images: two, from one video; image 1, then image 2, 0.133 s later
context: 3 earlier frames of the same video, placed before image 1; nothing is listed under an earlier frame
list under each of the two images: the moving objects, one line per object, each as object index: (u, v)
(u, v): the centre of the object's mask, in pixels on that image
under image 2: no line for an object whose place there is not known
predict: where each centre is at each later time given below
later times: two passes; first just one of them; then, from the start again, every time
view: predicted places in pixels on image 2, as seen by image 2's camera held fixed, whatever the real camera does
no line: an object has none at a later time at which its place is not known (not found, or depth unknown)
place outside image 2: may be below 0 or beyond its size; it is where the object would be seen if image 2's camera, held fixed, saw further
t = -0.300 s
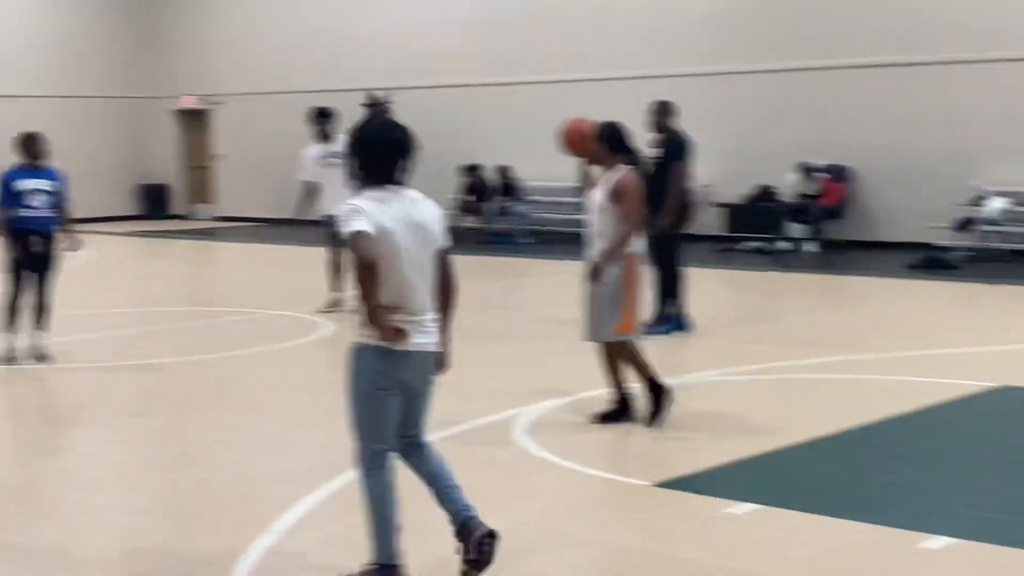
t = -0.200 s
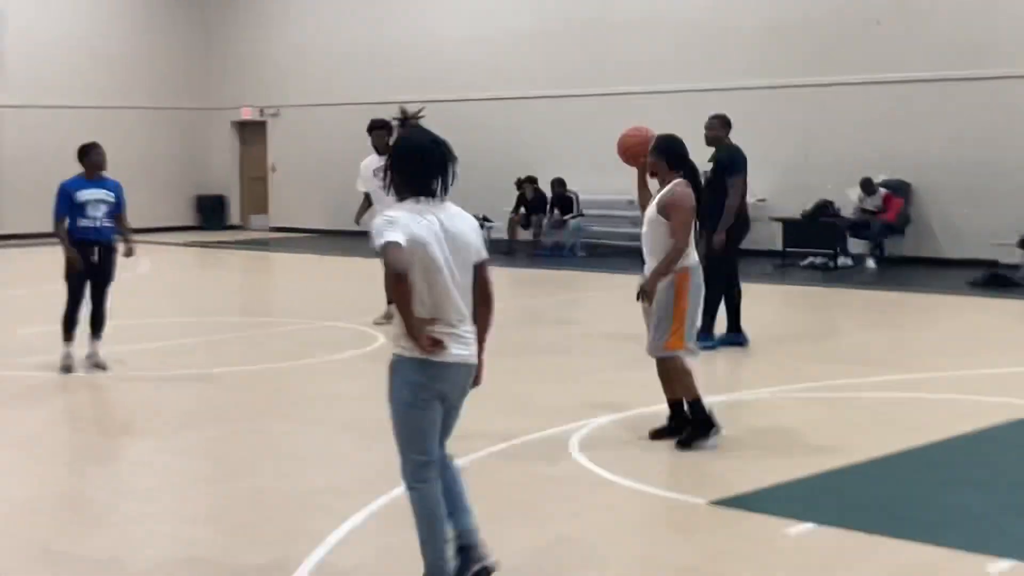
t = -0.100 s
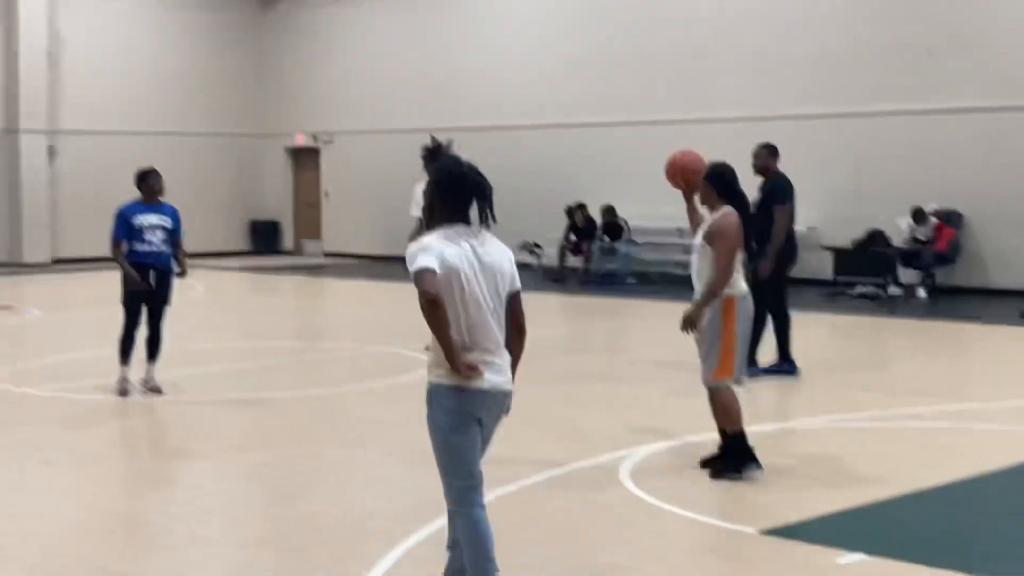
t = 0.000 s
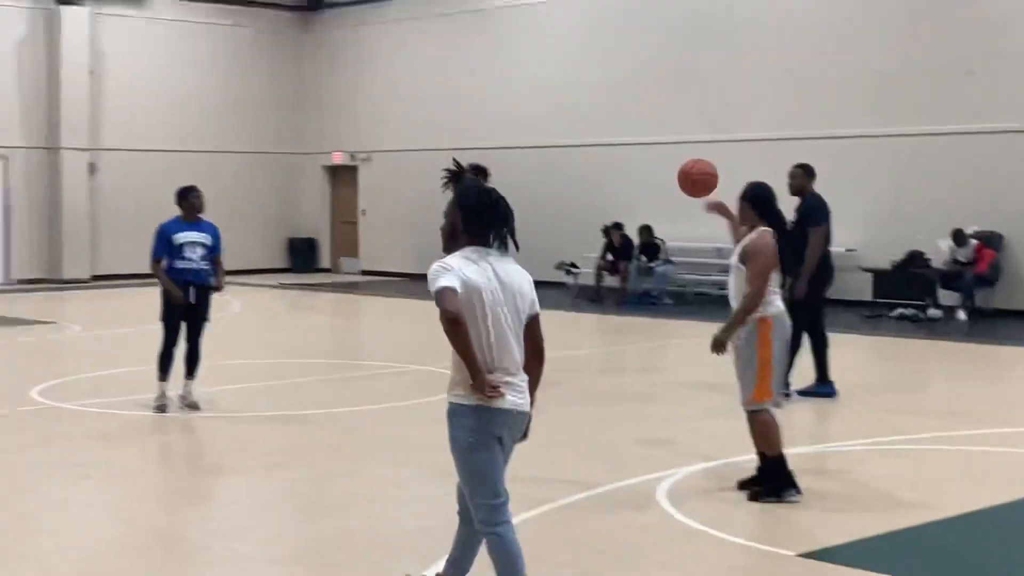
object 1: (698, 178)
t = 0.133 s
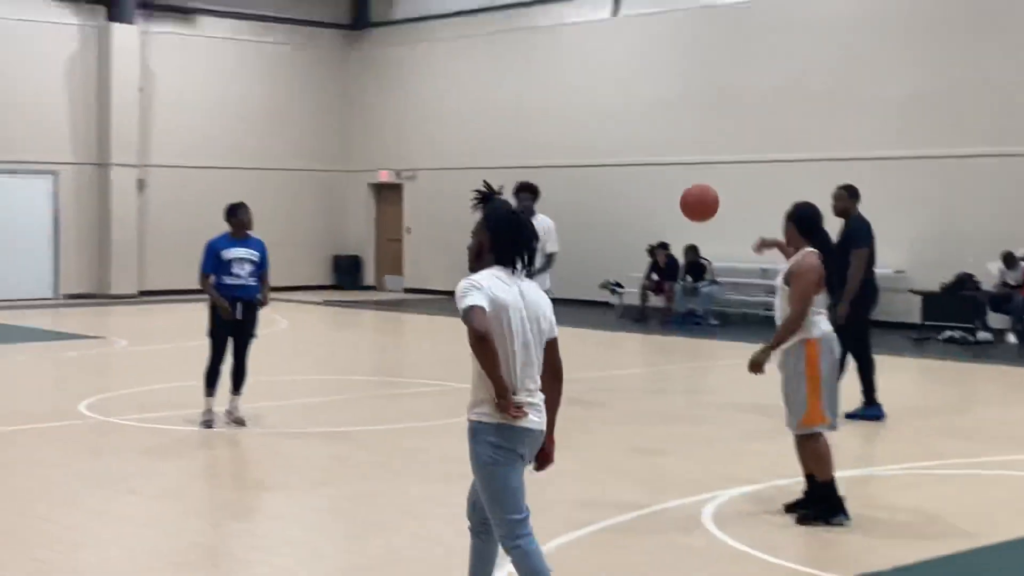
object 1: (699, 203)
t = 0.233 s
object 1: (672, 223)
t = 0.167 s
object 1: (689, 208)
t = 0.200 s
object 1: (681, 215)
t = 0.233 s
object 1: (672, 223)
